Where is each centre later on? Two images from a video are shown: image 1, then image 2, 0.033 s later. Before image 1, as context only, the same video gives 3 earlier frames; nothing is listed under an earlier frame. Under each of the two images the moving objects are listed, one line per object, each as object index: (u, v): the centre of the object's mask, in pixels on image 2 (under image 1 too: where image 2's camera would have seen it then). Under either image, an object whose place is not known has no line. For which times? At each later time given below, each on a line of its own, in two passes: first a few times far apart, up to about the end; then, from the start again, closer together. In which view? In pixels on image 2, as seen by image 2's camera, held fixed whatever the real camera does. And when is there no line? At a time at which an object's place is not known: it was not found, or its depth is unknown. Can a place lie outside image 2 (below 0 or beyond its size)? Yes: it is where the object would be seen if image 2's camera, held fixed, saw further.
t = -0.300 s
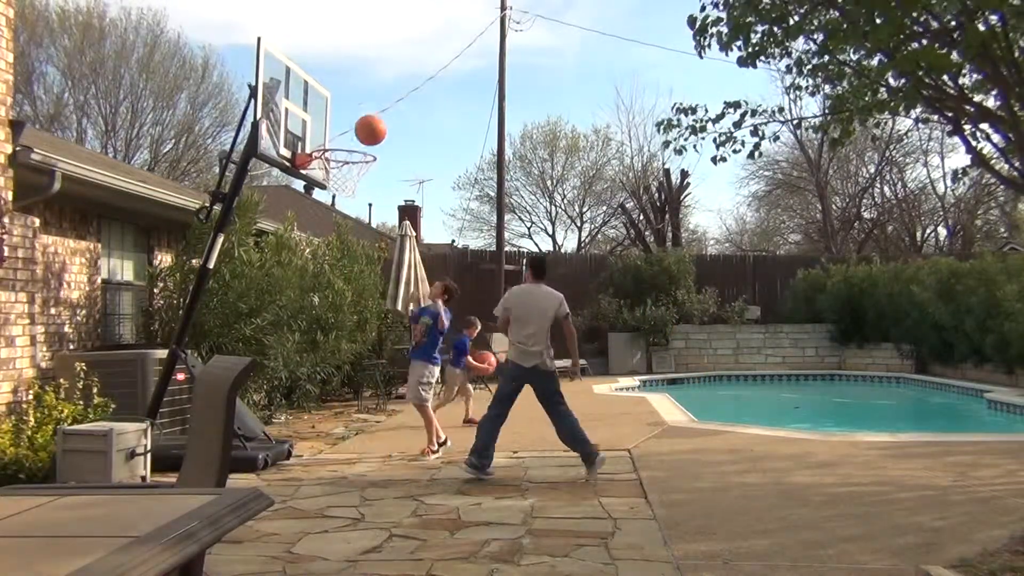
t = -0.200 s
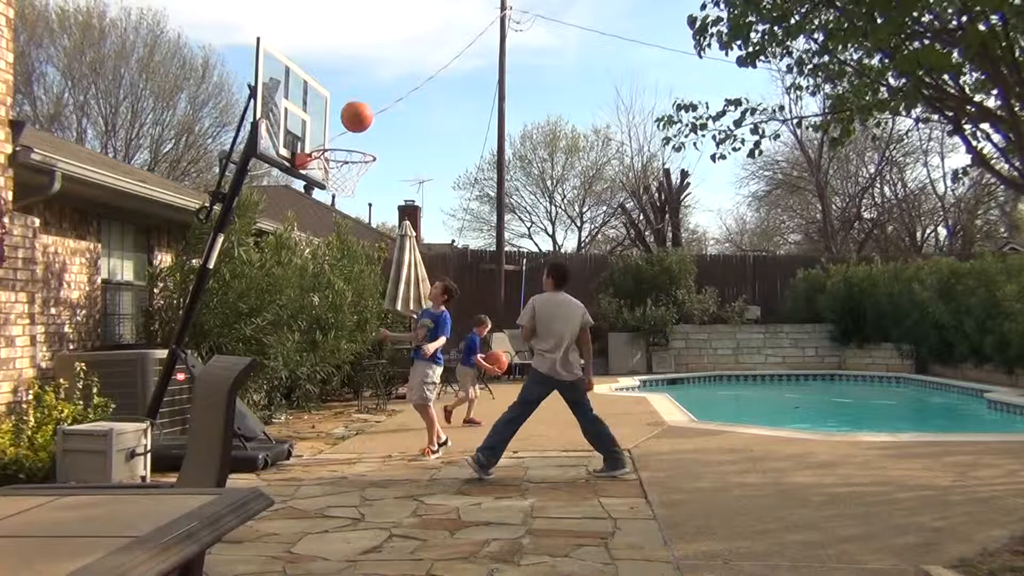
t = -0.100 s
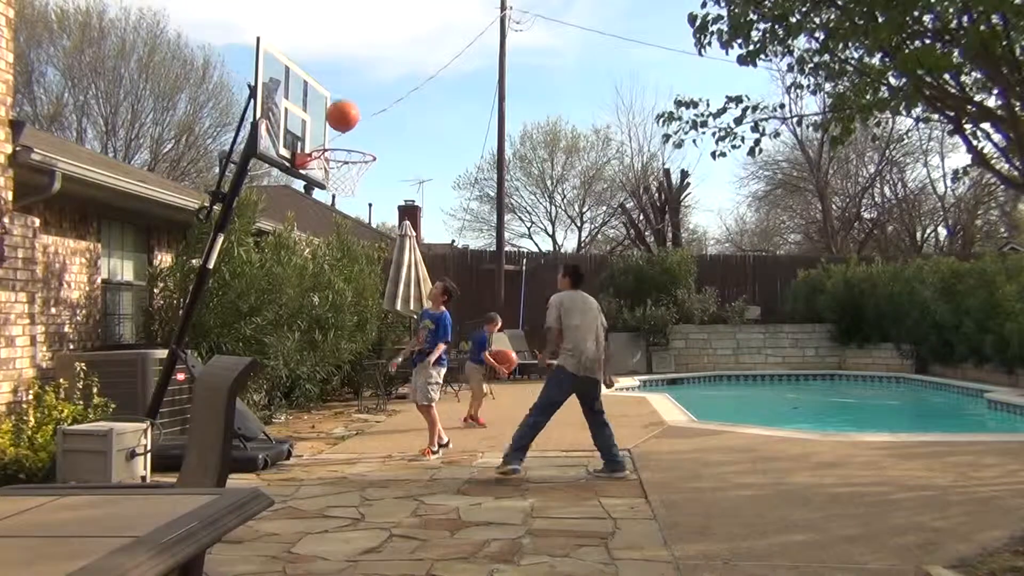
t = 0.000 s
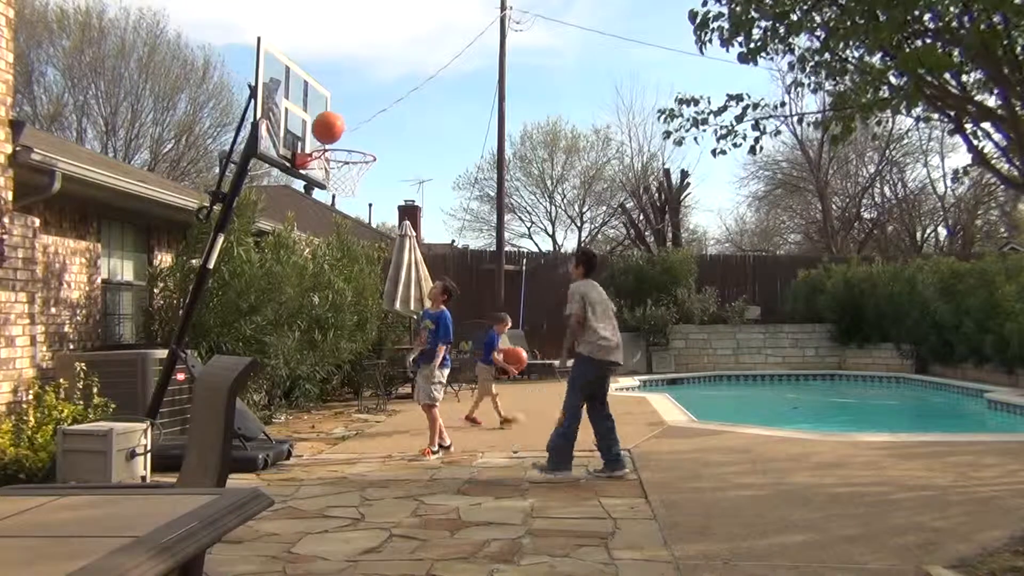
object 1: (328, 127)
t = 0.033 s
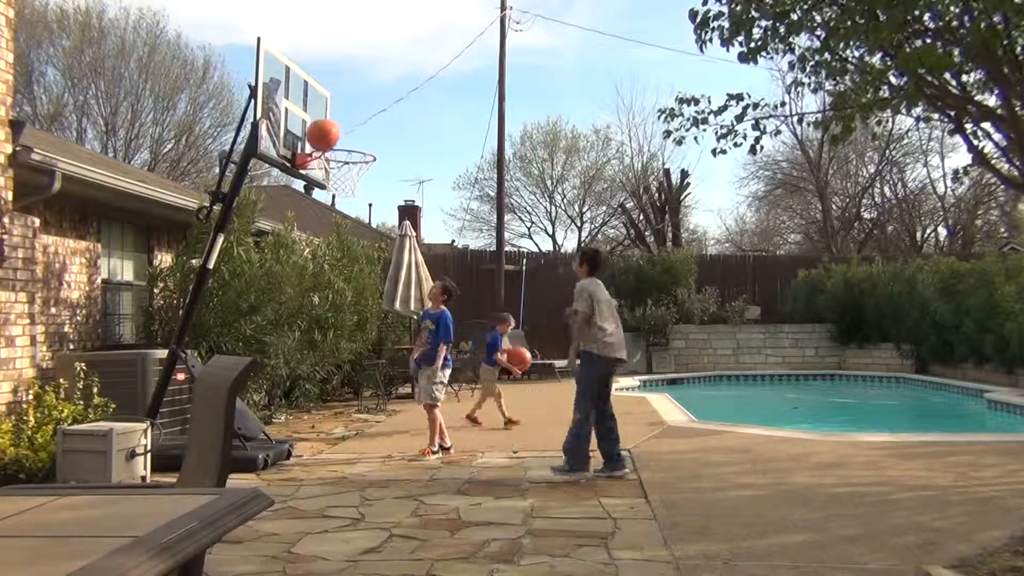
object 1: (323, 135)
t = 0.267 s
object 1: (350, 133)
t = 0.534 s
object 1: (358, 161)
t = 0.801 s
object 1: (340, 229)
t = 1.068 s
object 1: (318, 382)
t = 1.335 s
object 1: (288, 345)
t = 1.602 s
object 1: (252, 257)
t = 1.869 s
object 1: (212, 260)
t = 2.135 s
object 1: (170, 361)
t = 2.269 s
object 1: (159, 430)
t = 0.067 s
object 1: (322, 138)
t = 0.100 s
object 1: (326, 134)
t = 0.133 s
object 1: (331, 130)
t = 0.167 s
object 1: (336, 129)
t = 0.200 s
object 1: (341, 129)
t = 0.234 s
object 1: (346, 130)
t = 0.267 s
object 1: (350, 133)
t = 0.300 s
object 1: (355, 137)
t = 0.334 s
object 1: (360, 142)
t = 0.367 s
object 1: (361, 143)
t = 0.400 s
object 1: (360, 143)
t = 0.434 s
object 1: (360, 146)
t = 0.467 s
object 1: (359, 149)
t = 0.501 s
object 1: (358, 155)
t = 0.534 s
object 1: (358, 161)
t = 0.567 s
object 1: (356, 168)
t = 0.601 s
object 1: (354, 175)
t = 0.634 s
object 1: (352, 182)
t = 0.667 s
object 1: (350, 189)
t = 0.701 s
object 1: (347, 198)
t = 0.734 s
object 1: (344, 207)
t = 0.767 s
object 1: (341, 219)
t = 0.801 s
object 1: (340, 229)
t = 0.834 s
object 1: (337, 244)
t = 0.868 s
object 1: (333, 259)
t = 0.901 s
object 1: (330, 276)
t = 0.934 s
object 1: (328, 293)
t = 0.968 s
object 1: (324, 313)
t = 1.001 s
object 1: (322, 333)
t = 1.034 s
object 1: (320, 358)
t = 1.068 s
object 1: (318, 382)
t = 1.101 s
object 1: (314, 406)
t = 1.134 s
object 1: (310, 433)
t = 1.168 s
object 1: (308, 447)
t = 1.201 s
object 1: (304, 424)
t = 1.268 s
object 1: (295, 383)
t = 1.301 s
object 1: (291, 363)
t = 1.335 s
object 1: (288, 345)
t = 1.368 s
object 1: (282, 328)
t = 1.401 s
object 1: (277, 316)
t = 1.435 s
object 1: (273, 303)
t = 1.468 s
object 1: (270, 291)
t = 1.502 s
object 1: (264, 281)
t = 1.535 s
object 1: (260, 273)
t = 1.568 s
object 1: (255, 265)
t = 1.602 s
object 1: (252, 257)
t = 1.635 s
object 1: (246, 254)
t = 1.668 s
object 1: (241, 251)
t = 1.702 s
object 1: (237, 248)
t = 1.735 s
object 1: (231, 247)
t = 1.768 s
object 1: (226, 249)
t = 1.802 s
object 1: (221, 252)
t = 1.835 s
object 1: (217, 256)
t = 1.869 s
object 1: (212, 260)
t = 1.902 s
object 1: (206, 269)
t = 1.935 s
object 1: (201, 277)
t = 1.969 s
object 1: (196, 288)
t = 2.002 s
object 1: (191, 300)
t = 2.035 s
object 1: (186, 313)
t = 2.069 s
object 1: (181, 327)
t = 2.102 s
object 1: (175, 343)
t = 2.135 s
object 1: (170, 361)
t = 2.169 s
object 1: (164, 381)
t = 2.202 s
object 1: (160, 403)
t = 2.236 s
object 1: (159, 425)
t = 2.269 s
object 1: (159, 430)
